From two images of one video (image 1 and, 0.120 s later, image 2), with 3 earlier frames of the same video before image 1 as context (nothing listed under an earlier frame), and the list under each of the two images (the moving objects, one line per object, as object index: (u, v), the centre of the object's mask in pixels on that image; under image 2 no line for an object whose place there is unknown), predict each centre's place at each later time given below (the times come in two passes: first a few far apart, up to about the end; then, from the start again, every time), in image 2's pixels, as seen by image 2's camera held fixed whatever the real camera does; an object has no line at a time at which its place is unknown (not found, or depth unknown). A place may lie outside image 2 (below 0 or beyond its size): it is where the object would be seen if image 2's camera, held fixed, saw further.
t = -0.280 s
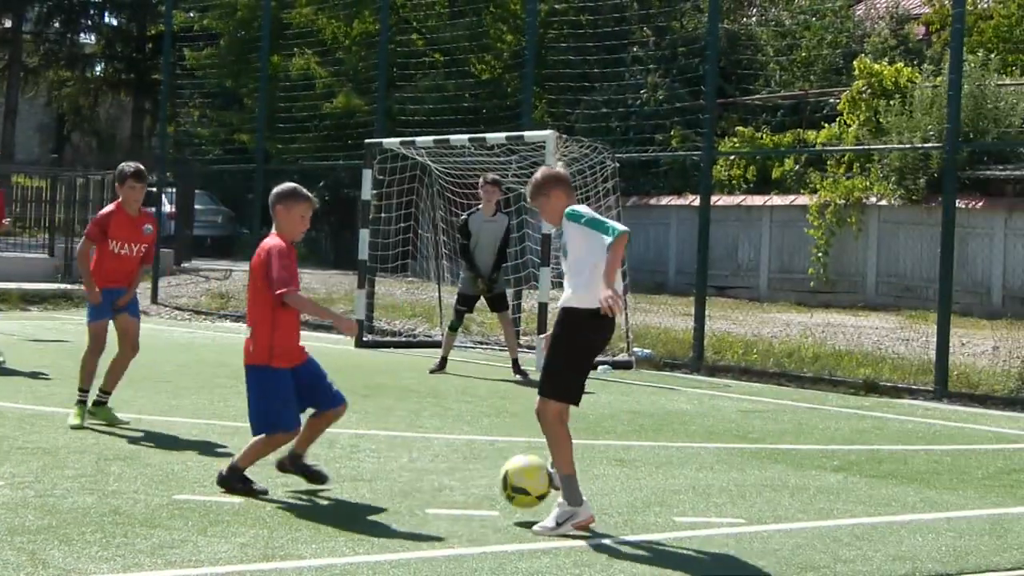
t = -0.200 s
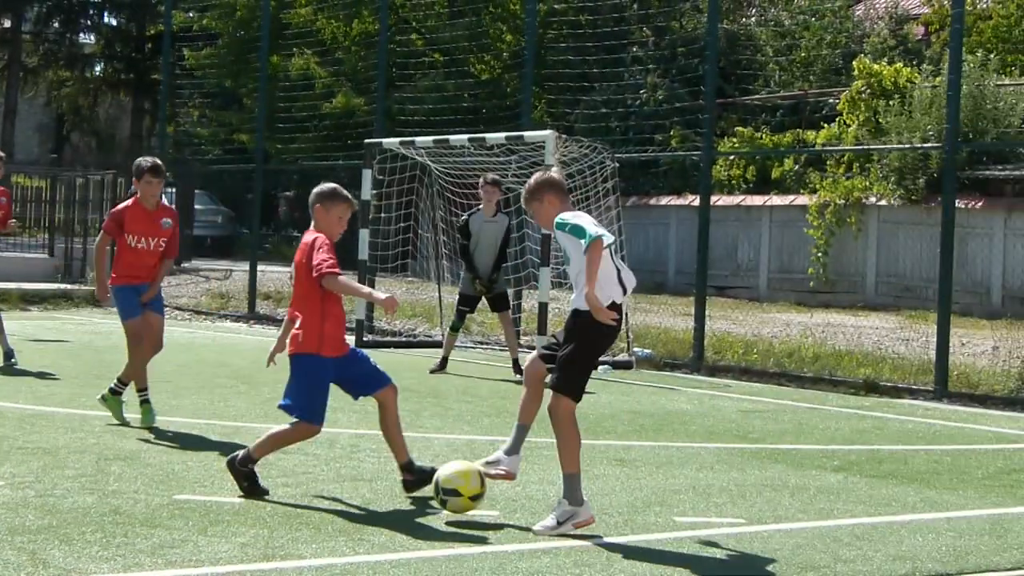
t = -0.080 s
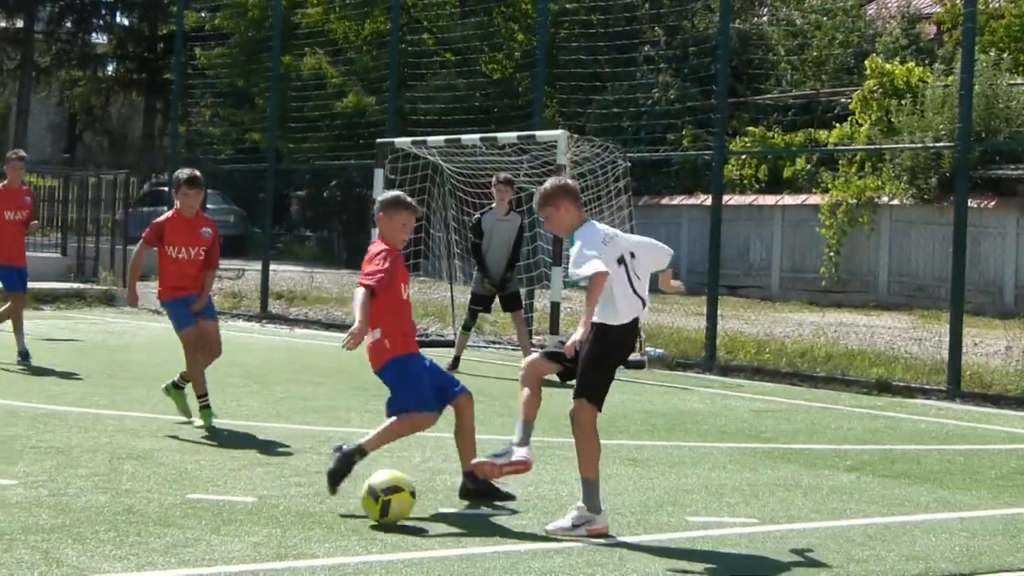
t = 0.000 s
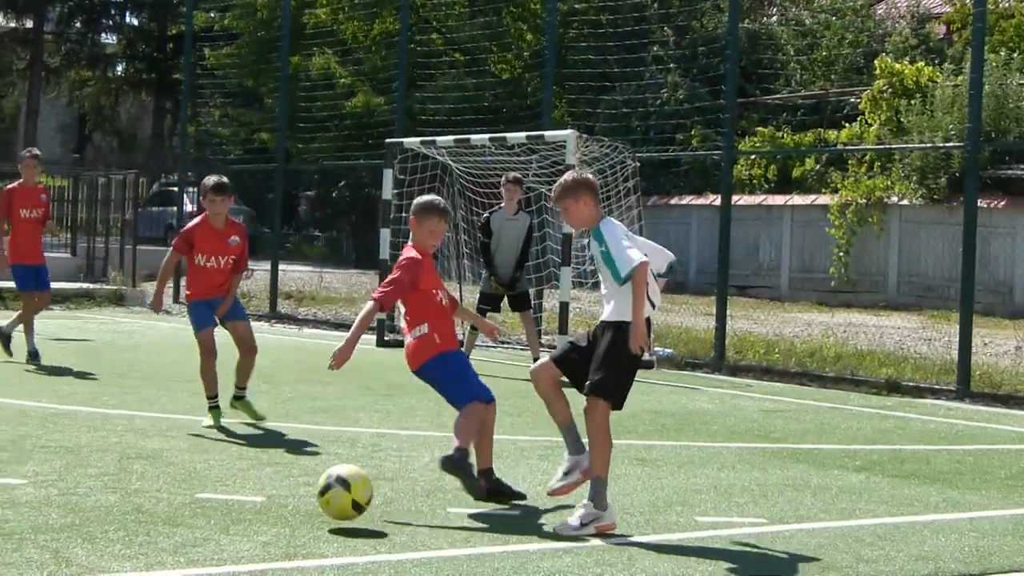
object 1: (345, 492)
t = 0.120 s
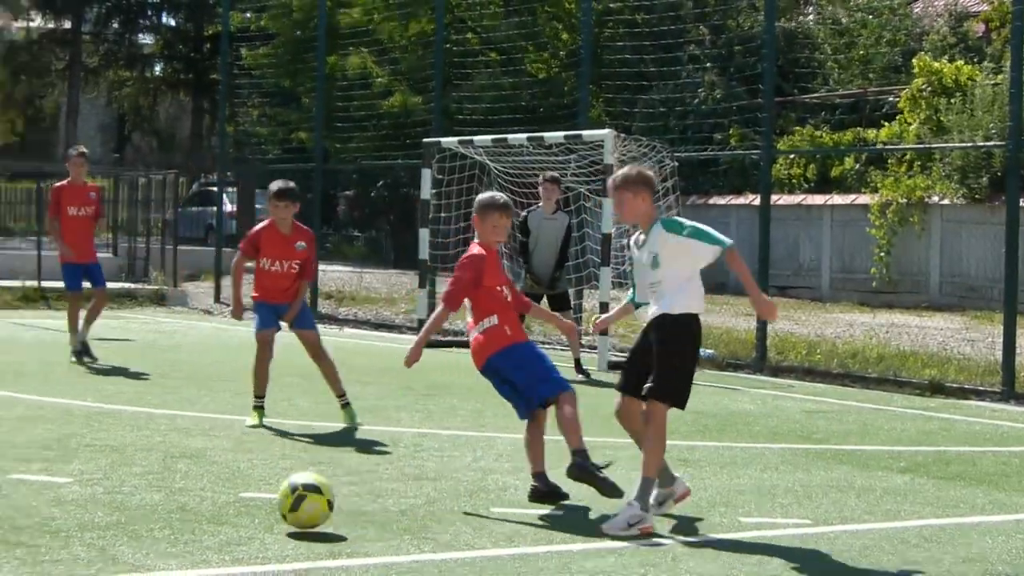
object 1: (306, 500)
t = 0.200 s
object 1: (246, 506)
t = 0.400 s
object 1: (95, 516)
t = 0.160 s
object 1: (276, 502)
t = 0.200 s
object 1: (246, 506)
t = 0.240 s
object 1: (217, 507)
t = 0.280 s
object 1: (187, 508)
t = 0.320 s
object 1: (157, 513)
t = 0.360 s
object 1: (127, 513)
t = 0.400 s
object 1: (95, 516)
